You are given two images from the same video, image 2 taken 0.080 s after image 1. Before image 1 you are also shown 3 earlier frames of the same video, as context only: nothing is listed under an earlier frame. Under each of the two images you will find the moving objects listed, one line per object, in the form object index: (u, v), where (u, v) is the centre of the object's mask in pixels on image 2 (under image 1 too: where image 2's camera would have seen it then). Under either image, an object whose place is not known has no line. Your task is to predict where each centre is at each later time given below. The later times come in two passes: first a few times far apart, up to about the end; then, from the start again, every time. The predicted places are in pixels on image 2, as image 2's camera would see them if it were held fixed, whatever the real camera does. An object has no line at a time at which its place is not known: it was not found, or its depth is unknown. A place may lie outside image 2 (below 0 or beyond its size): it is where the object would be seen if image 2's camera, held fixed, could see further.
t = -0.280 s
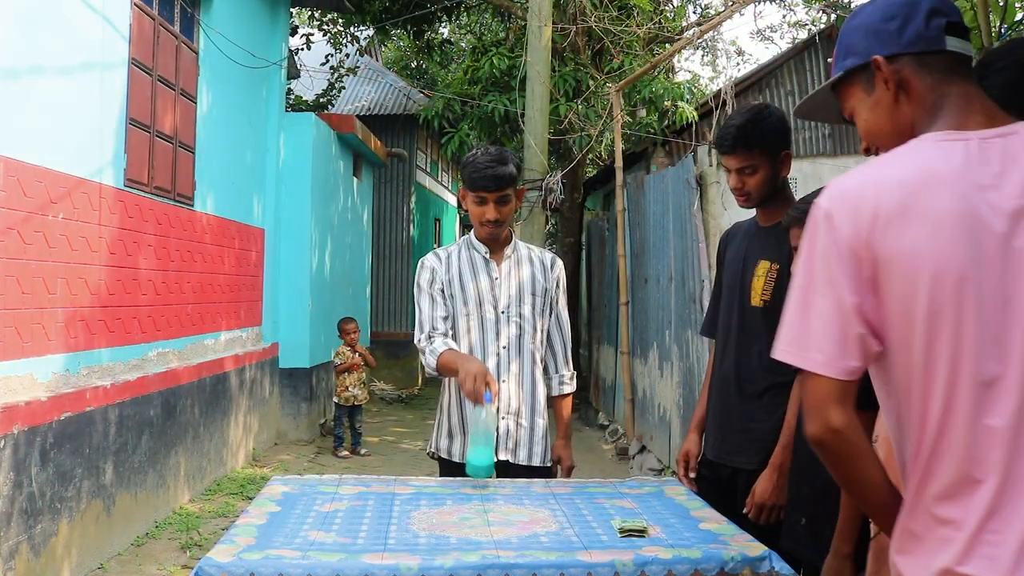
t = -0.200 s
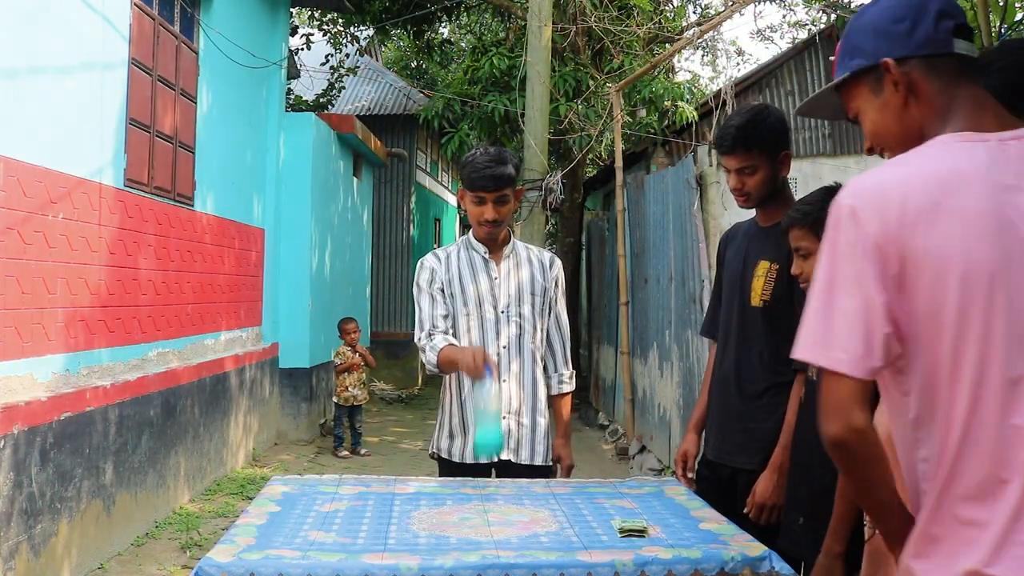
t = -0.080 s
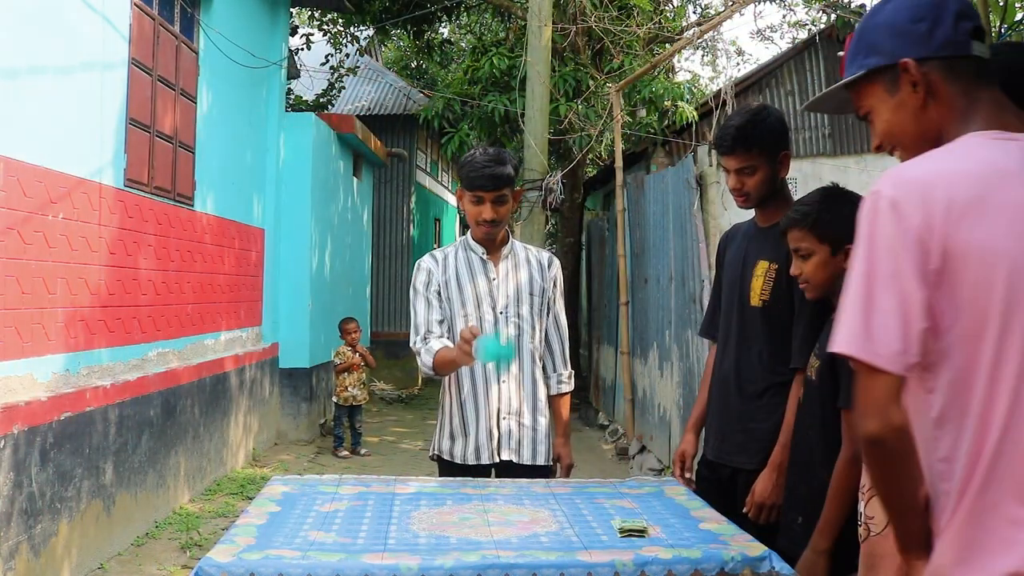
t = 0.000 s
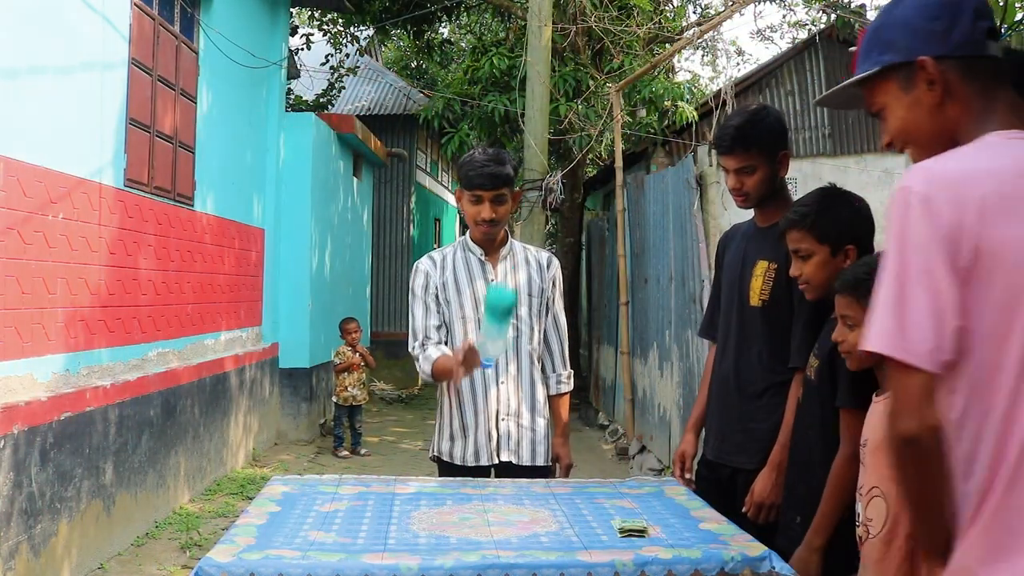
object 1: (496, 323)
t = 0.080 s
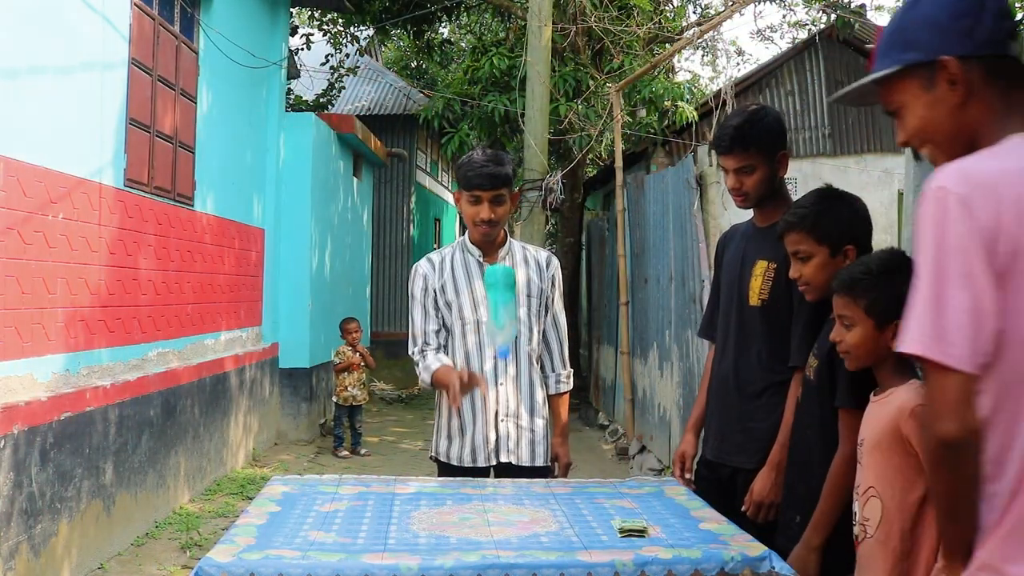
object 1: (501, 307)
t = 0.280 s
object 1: (503, 356)
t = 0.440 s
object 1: (494, 471)
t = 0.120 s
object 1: (503, 301)
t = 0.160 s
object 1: (503, 302)
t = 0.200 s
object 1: (504, 312)
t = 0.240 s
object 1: (504, 331)
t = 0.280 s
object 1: (503, 356)
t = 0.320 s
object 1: (502, 393)
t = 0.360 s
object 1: (500, 444)
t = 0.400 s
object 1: (497, 472)
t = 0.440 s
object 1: (494, 471)
